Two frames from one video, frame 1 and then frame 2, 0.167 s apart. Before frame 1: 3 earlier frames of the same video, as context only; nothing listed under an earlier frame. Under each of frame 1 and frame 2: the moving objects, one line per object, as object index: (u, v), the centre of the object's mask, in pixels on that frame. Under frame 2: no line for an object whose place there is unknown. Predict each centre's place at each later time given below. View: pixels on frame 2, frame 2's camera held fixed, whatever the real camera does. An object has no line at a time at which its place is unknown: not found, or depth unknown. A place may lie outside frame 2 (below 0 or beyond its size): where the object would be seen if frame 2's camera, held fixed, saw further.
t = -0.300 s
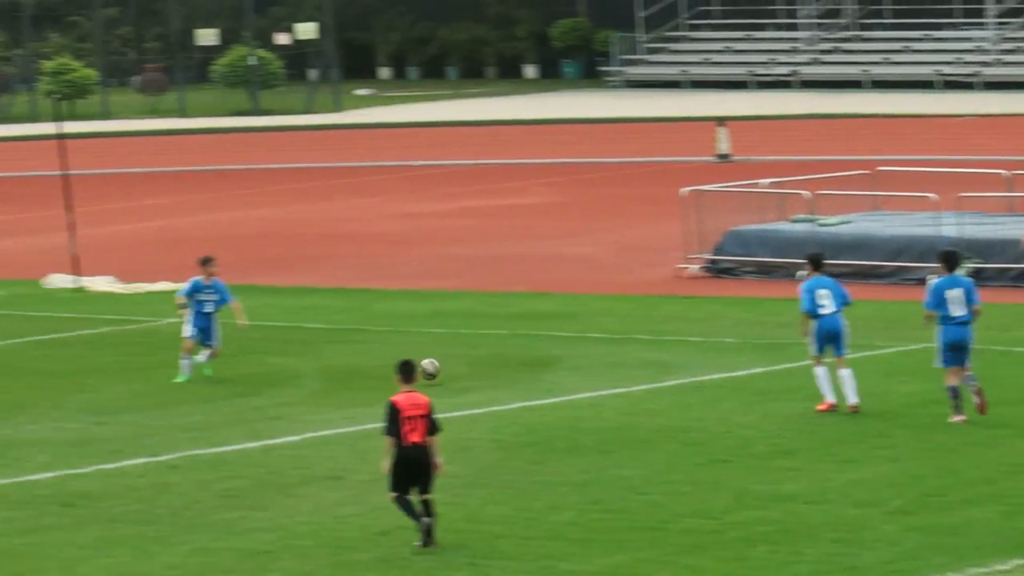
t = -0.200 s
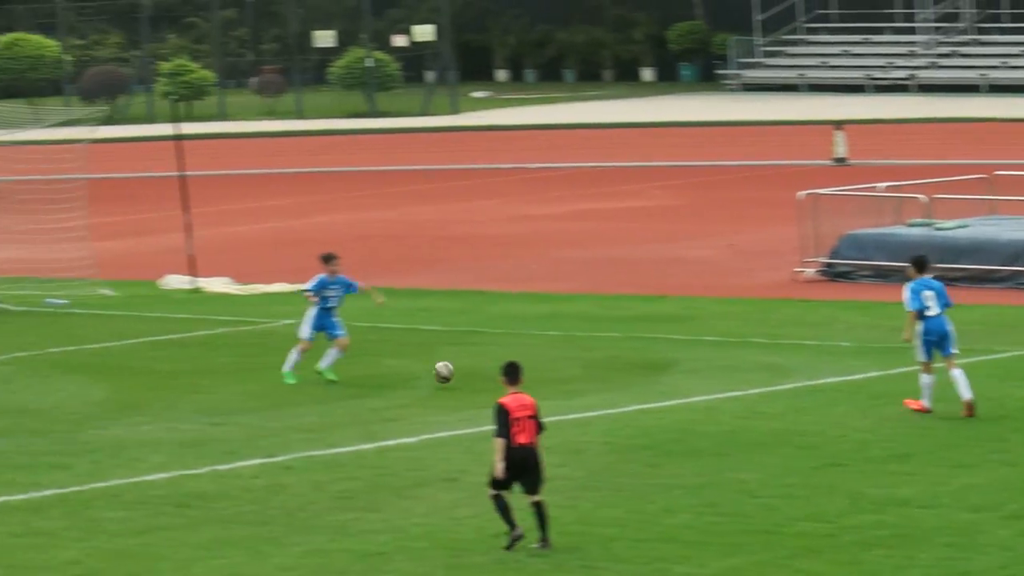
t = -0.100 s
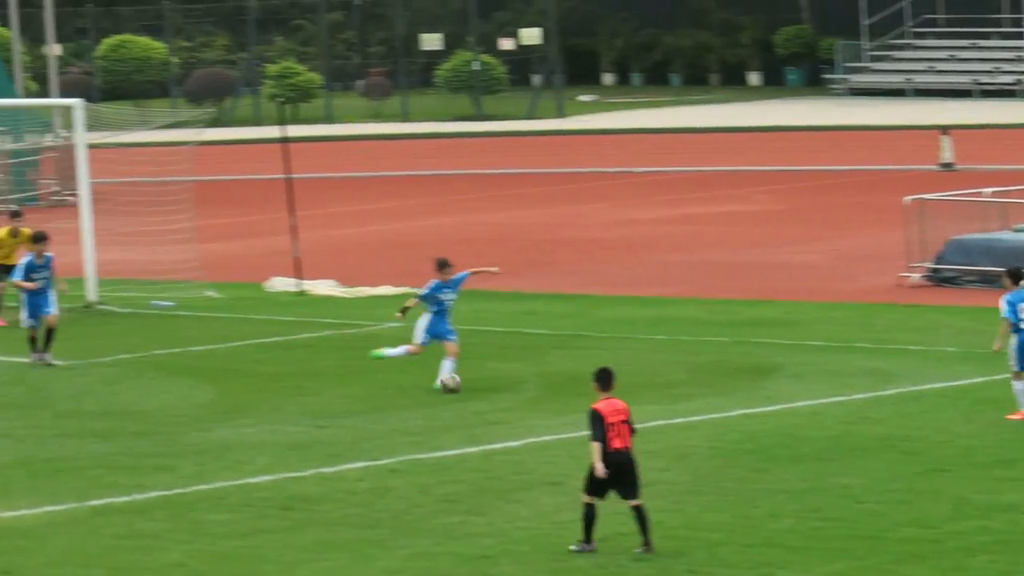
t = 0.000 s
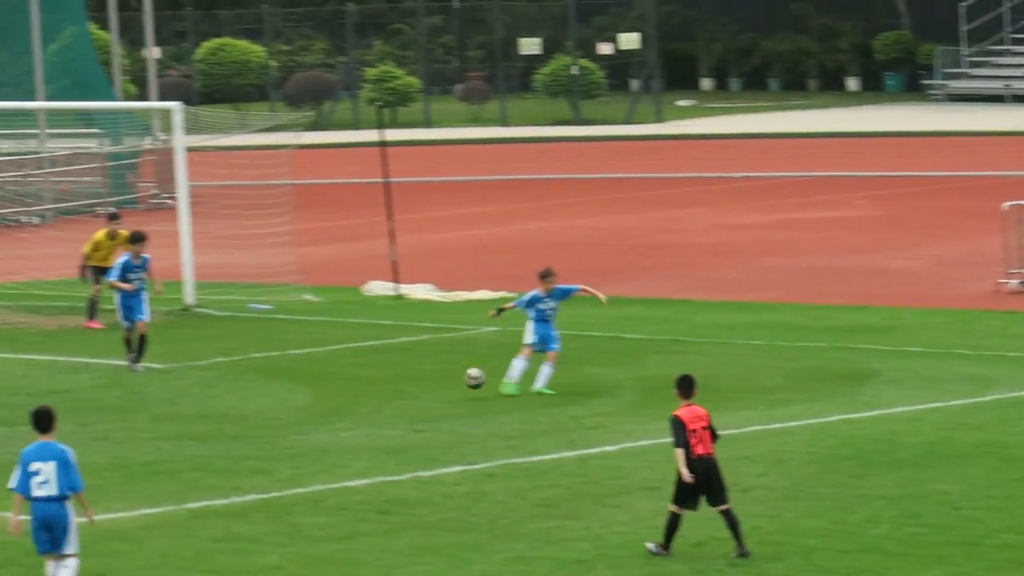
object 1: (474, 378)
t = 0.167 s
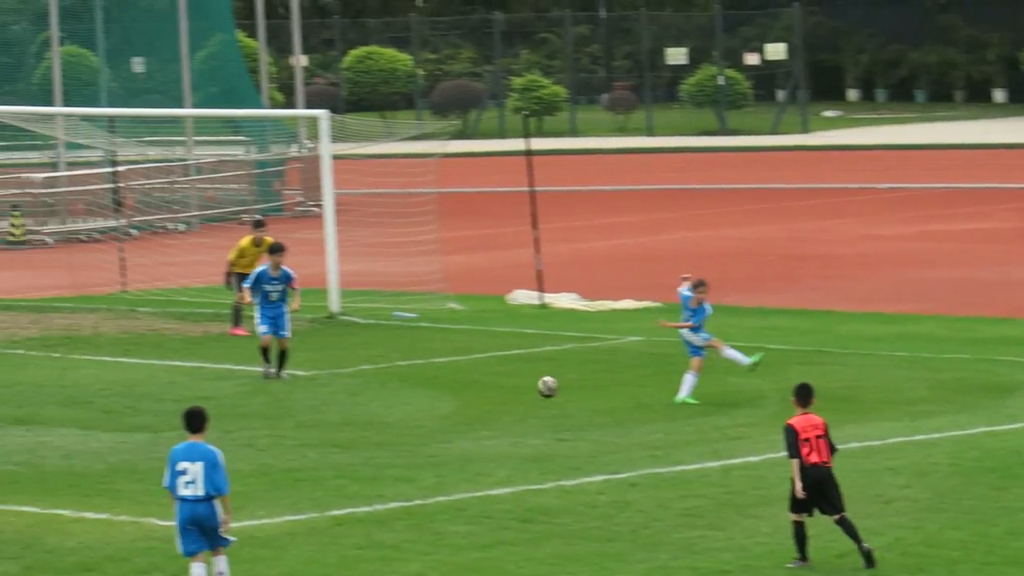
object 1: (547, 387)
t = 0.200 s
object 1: (533, 390)
